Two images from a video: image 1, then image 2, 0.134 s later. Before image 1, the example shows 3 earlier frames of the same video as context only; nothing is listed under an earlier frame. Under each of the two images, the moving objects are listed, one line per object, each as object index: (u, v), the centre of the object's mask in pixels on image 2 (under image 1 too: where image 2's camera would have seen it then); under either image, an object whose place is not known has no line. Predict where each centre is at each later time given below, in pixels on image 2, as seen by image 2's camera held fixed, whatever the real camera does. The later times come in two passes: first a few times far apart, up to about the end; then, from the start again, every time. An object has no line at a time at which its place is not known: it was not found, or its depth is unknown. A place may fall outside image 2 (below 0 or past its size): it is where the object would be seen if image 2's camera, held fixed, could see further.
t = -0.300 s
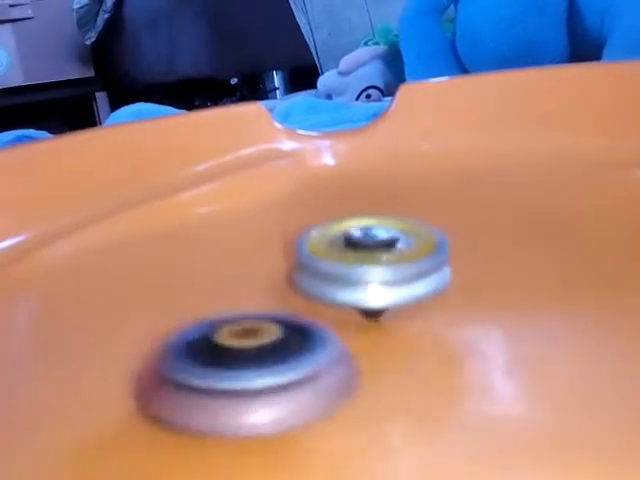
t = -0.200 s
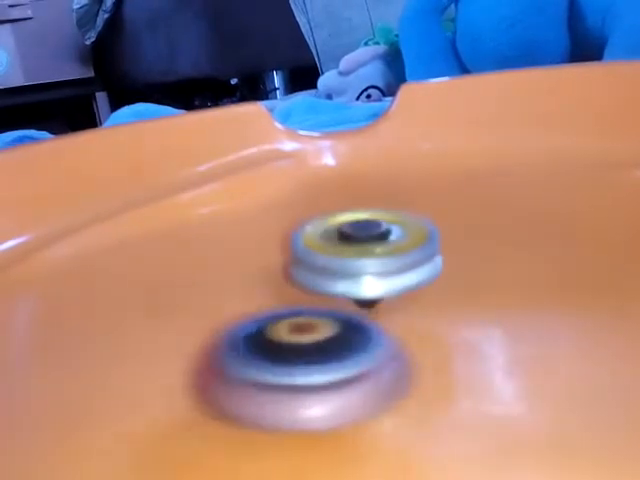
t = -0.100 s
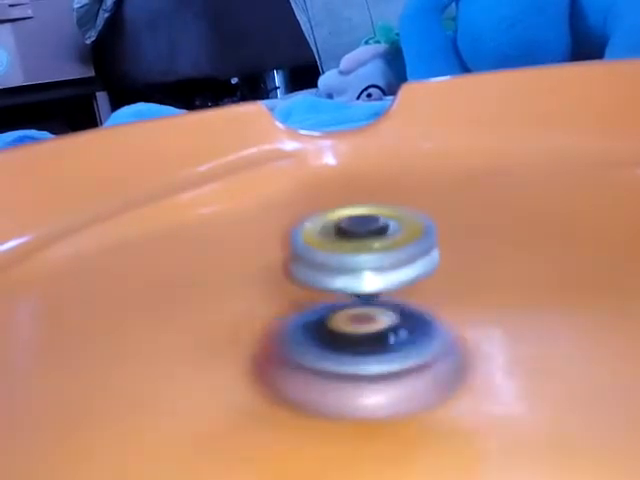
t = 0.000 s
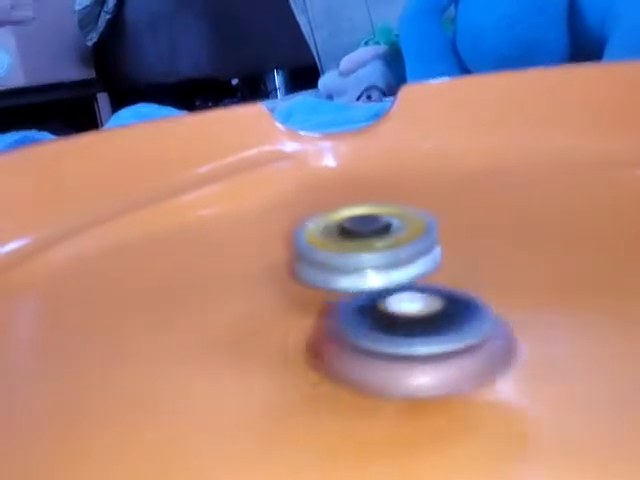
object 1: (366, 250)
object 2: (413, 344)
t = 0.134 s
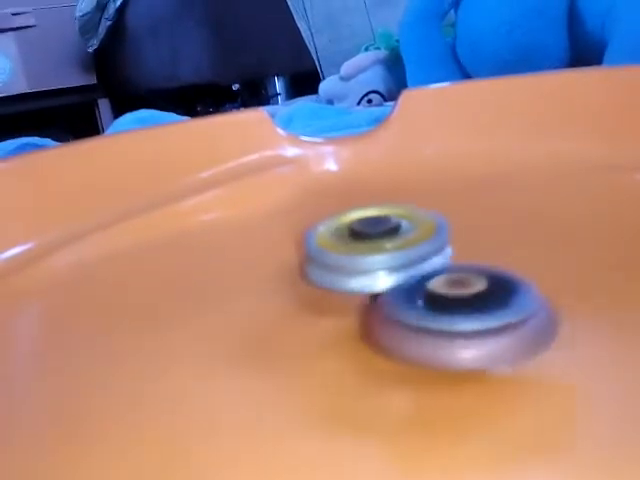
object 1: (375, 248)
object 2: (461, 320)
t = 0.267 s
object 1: (376, 238)
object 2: (522, 315)
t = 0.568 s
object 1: (403, 250)
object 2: (563, 283)
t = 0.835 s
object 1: (382, 268)
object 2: (583, 284)
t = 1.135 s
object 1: (361, 318)
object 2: (551, 293)
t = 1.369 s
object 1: (322, 359)
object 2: (499, 308)
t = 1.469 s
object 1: (314, 374)
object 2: (469, 316)
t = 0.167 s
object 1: (377, 247)
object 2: (470, 315)
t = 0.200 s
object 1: (378, 246)
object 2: (480, 312)
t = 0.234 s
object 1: (376, 242)
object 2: (506, 315)
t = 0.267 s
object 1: (376, 238)
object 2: (522, 315)
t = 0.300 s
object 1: (377, 238)
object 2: (534, 312)
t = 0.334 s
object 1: (377, 239)
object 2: (542, 308)
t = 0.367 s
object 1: (378, 239)
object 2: (549, 303)
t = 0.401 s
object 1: (381, 241)
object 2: (553, 299)
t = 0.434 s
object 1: (384, 242)
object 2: (557, 295)
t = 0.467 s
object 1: (388, 244)
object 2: (559, 291)
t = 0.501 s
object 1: (393, 246)
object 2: (561, 288)
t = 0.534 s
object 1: (398, 248)
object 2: (563, 285)
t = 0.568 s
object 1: (403, 250)
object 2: (563, 283)
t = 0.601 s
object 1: (408, 252)
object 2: (563, 281)
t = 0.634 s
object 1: (413, 254)
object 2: (563, 280)
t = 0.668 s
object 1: (410, 255)
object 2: (572, 279)
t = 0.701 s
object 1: (394, 255)
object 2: (580, 282)
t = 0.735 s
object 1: (390, 257)
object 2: (584, 284)
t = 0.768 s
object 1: (387, 260)
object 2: (584, 285)
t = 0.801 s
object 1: (385, 264)
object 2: (584, 284)
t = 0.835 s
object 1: (382, 268)
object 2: (583, 284)
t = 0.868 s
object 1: (378, 272)
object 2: (582, 284)
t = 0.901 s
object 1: (374, 277)
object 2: (581, 284)
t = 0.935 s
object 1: (370, 282)
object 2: (579, 284)
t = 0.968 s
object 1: (368, 287)
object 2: (576, 285)
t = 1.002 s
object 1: (365, 293)
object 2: (572, 287)
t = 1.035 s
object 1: (364, 299)
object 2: (568, 288)
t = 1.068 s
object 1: (363, 305)
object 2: (563, 290)
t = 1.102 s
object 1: (362, 311)
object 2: (557, 292)
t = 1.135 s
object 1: (361, 318)
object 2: (551, 293)
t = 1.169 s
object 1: (362, 324)
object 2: (545, 297)
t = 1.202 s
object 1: (360, 329)
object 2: (540, 298)
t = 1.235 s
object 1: (350, 335)
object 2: (536, 298)
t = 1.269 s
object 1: (333, 343)
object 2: (528, 300)
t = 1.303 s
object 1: (324, 346)
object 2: (517, 303)
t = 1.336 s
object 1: (324, 354)
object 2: (508, 305)
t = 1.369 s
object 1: (322, 359)
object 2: (499, 308)
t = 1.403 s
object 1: (320, 363)
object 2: (490, 311)
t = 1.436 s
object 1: (317, 368)
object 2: (479, 313)
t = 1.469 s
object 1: (314, 374)
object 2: (469, 316)
